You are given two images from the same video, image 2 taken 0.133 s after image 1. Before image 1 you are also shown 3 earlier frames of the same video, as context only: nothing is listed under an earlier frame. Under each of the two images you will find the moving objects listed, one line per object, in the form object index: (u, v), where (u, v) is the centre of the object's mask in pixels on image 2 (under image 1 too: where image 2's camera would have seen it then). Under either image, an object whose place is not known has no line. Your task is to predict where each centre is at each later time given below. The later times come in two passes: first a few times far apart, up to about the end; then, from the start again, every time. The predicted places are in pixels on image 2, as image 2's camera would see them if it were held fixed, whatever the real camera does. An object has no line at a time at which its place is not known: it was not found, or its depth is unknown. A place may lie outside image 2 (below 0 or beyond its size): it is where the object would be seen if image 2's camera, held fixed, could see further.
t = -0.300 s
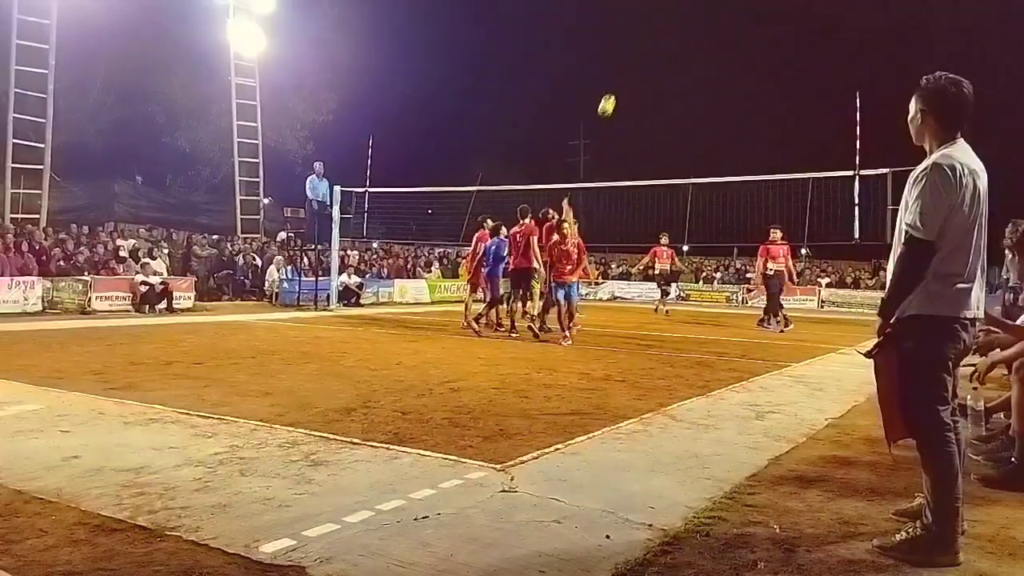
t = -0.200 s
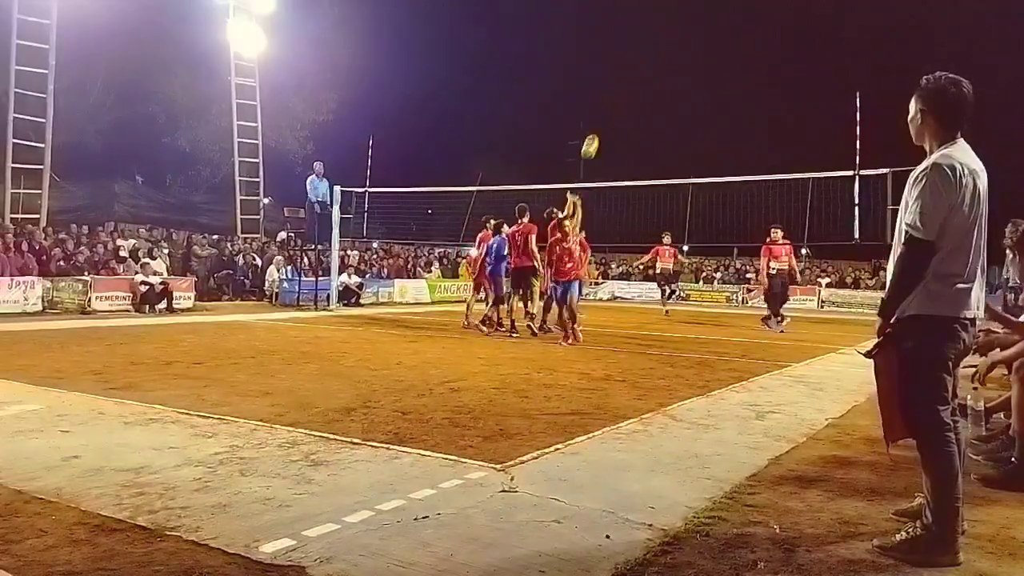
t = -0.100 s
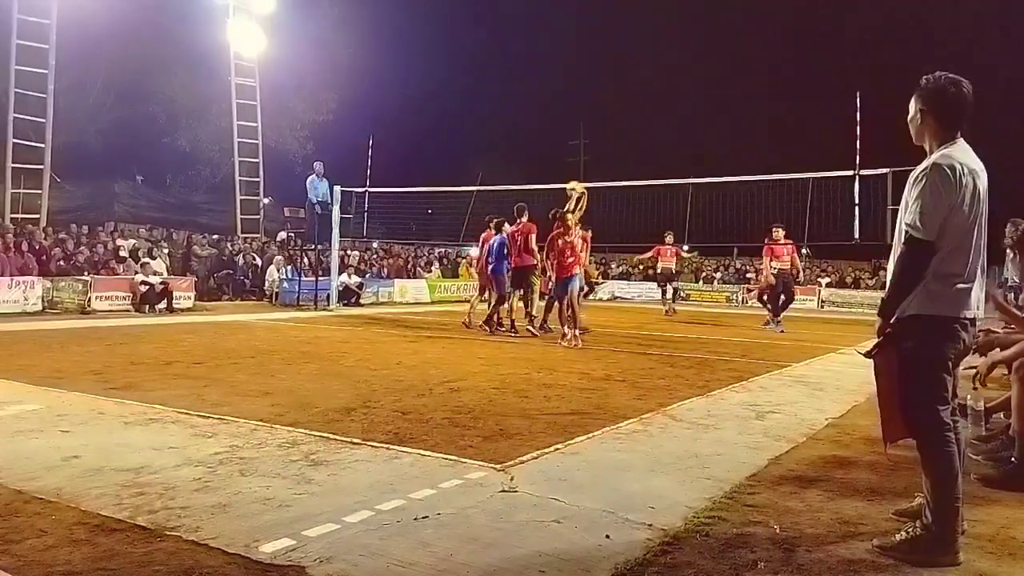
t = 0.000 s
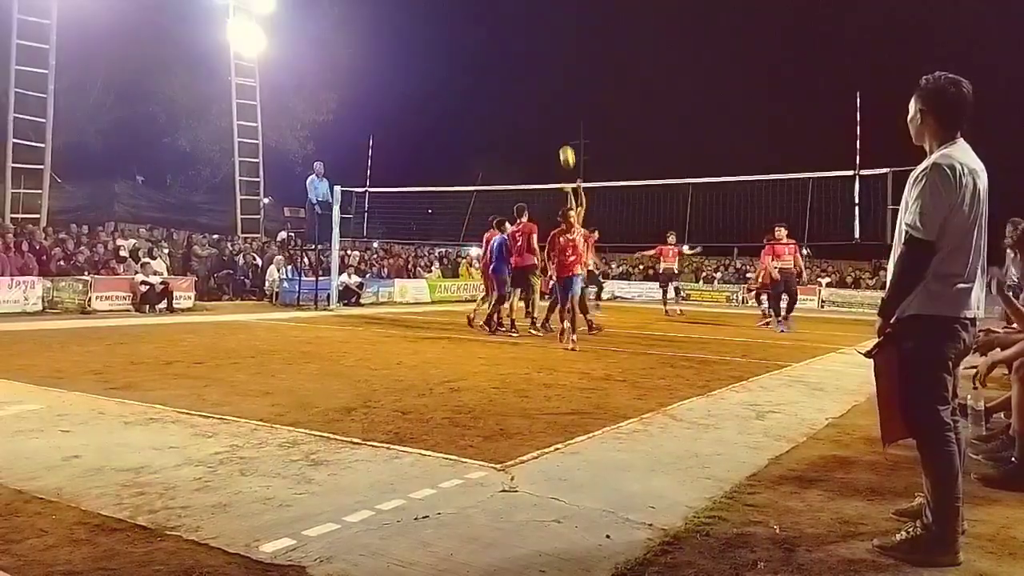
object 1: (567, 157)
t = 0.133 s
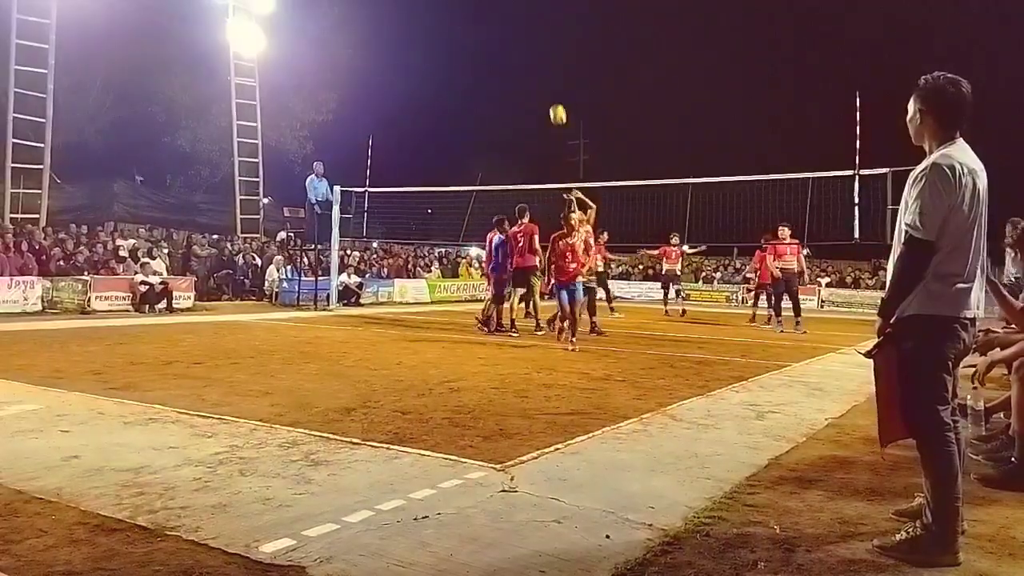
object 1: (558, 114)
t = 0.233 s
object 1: (551, 88)
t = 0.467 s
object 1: (530, 50)
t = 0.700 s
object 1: (505, 52)
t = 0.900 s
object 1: (480, 95)
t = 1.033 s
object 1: (461, 149)
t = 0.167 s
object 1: (556, 105)
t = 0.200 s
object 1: (554, 96)
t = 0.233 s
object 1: (551, 88)
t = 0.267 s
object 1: (548, 81)
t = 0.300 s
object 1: (546, 74)
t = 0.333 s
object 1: (543, 68)
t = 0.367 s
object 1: (540, 62)
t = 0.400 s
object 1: (537, 58)
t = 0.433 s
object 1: (533, 54)
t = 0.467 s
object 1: (530, 50)
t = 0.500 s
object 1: (527, 48)
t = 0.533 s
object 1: (524, 47)
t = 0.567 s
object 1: (521, 46)
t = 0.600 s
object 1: (517, 46)
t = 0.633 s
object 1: (513, 47)
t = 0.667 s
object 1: (509, 49)
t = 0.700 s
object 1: (505, 52)
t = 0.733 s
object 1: (501, 57)
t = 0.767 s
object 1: (497, 62)
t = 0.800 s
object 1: (493, 69)
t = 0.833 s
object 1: (489, 76)
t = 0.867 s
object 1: (484, 85)
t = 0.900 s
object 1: (480, 95)
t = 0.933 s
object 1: (475, 106)
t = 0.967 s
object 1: (471, 120)
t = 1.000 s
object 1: (466, 134)
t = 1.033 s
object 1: (461, 149)
